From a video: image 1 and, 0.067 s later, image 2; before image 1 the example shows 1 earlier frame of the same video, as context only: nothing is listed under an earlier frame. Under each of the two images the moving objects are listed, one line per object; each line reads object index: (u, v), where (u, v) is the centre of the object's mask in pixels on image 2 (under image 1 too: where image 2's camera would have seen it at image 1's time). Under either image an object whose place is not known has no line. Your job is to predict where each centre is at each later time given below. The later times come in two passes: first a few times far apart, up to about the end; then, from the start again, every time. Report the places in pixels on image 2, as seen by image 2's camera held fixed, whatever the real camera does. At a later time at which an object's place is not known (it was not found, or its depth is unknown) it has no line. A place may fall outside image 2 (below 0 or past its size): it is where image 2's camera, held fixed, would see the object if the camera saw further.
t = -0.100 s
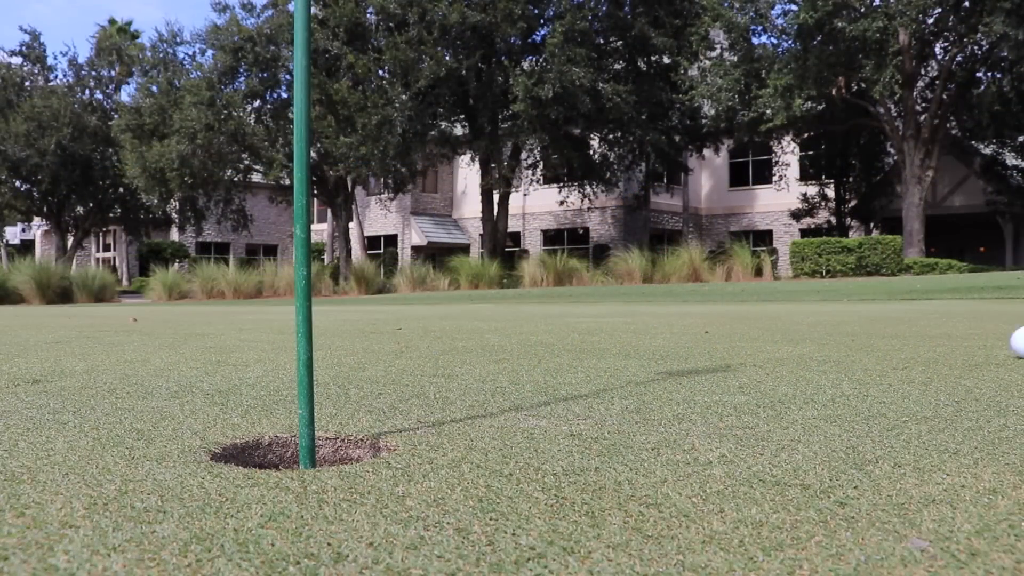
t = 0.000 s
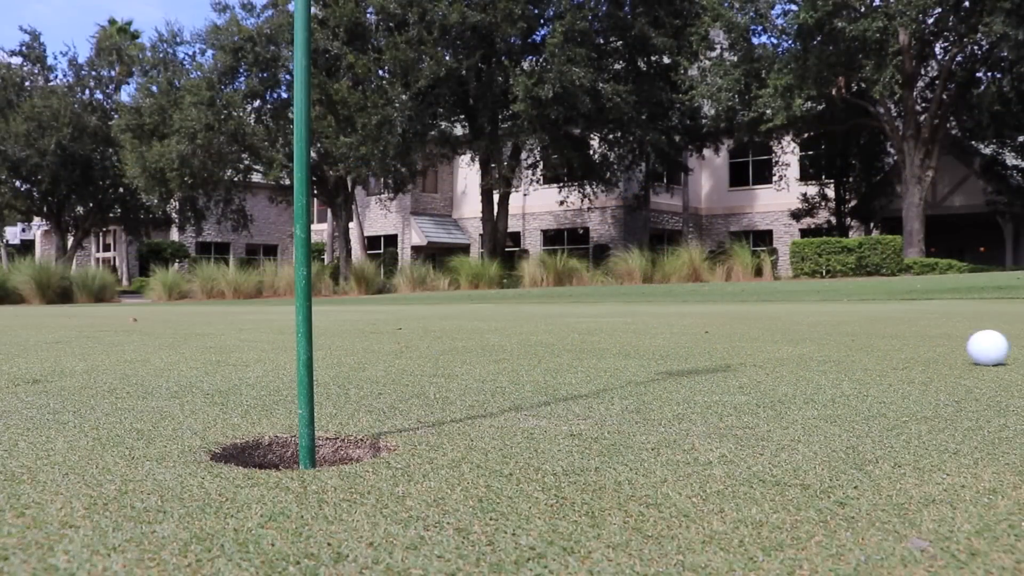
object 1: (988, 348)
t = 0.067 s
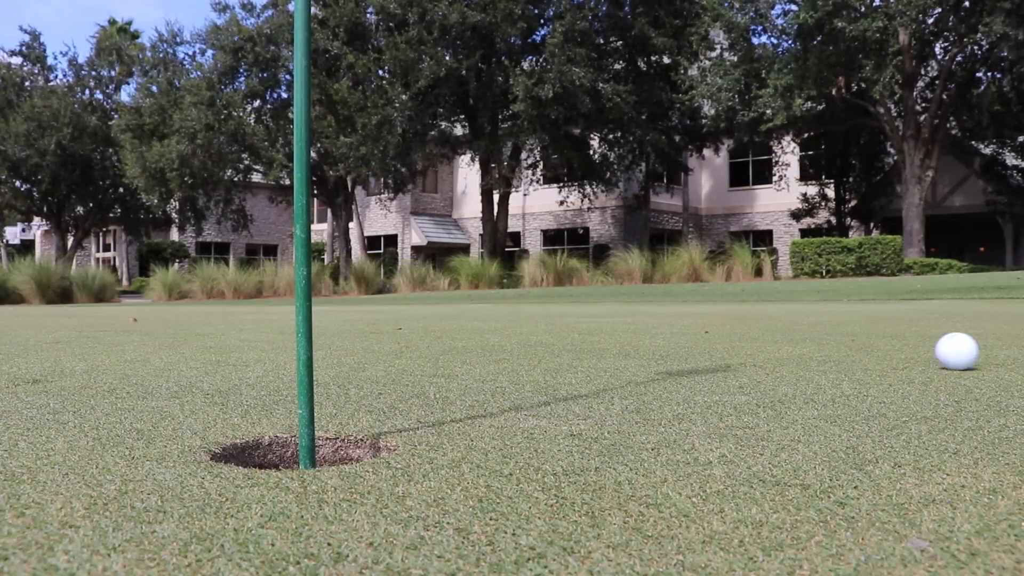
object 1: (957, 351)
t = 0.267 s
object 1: (849, 363)
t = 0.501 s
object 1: (682, 381)
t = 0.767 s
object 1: (411, 405)
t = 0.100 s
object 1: (941, 353)
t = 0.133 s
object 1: (924, 355)
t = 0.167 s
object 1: (906, 357)
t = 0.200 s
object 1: (888, 359)
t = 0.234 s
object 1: (869, 361)
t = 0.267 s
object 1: (849, 363)
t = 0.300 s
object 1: (828, 364)
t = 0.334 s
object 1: (806, 368)
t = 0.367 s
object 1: (784, 370)
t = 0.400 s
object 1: (760, 372)
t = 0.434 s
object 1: (736, 376)
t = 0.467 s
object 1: (709, 379)
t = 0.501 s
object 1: (682, 381)
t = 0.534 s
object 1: (653, 384)
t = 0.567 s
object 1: (623, 388)
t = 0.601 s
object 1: (591, 390)
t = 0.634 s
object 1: (558, 394)
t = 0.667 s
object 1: (523, 398)
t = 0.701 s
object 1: (488, 401)
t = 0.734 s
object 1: (450, 403)
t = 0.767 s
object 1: (411, 405)
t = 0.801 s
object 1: (372, 411)
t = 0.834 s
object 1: (352, 428)
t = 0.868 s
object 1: (357, 443)
